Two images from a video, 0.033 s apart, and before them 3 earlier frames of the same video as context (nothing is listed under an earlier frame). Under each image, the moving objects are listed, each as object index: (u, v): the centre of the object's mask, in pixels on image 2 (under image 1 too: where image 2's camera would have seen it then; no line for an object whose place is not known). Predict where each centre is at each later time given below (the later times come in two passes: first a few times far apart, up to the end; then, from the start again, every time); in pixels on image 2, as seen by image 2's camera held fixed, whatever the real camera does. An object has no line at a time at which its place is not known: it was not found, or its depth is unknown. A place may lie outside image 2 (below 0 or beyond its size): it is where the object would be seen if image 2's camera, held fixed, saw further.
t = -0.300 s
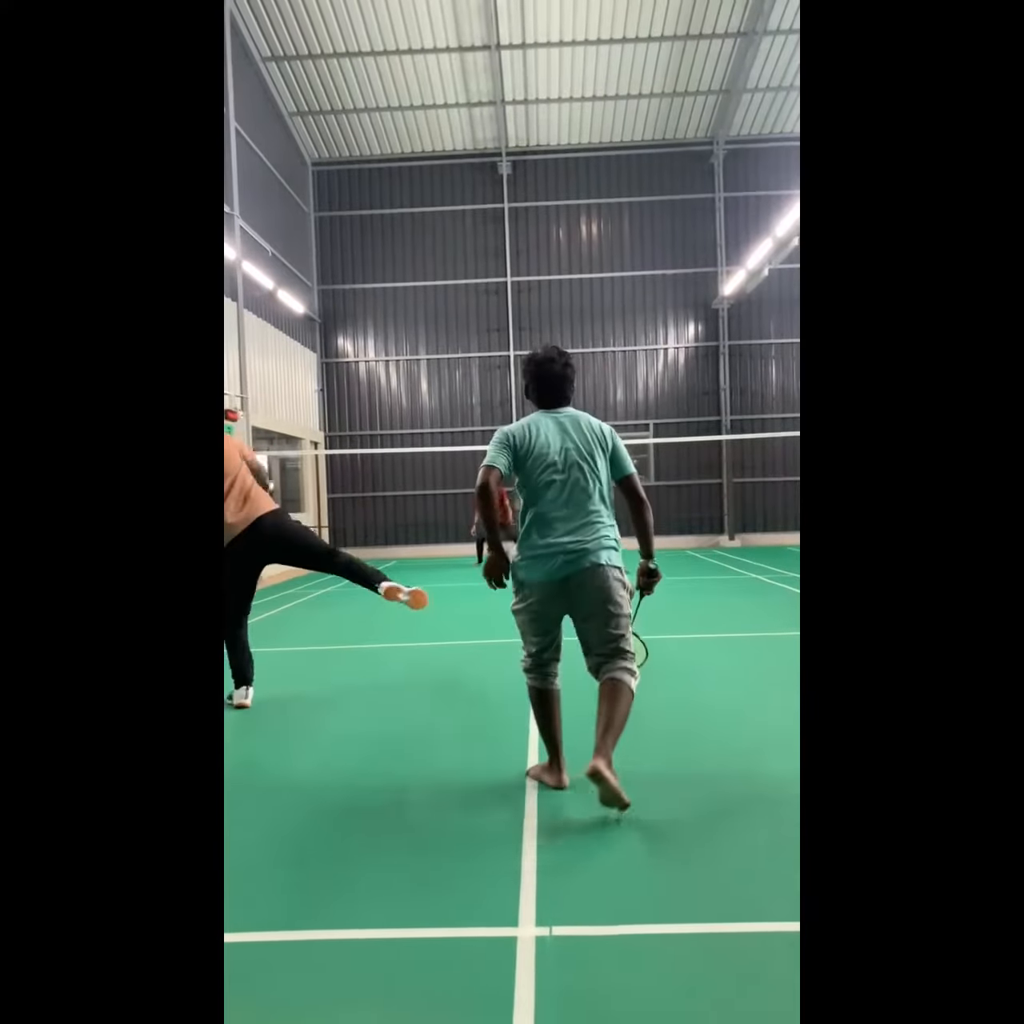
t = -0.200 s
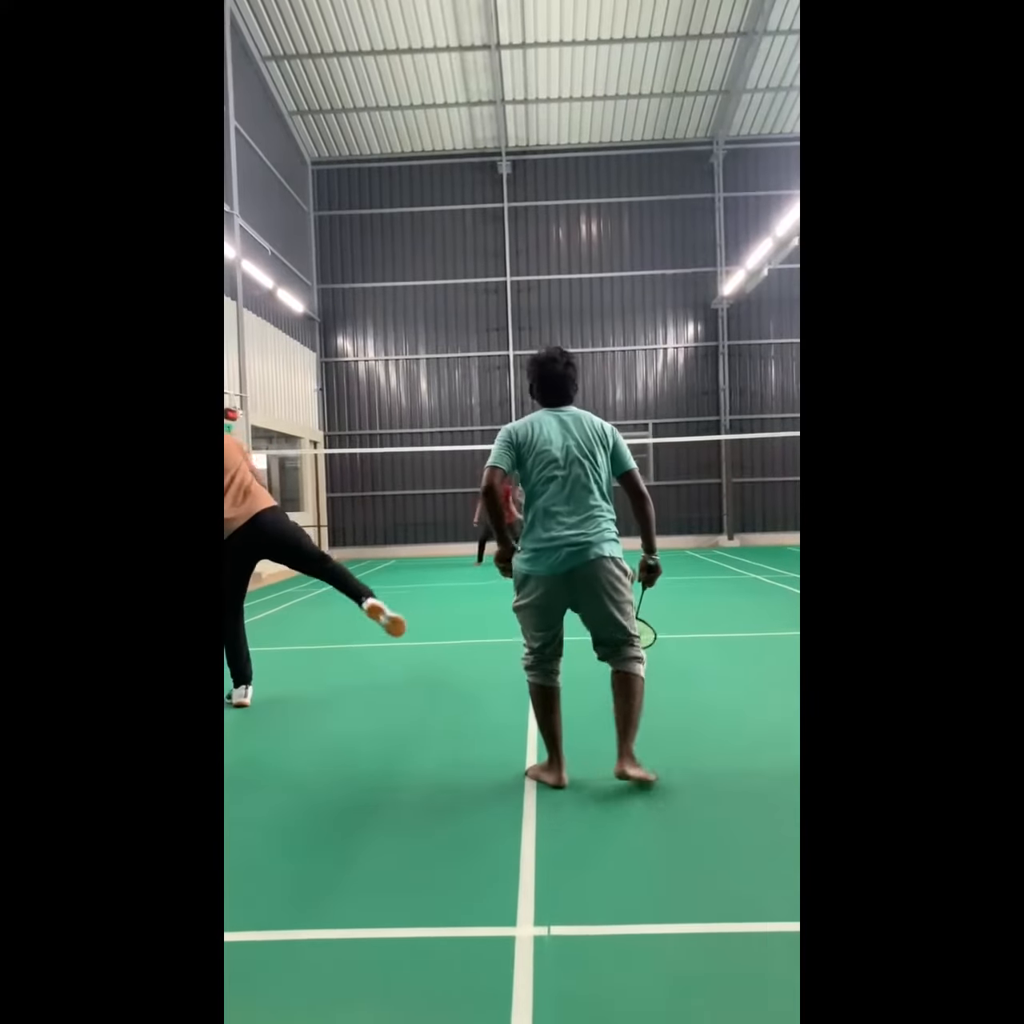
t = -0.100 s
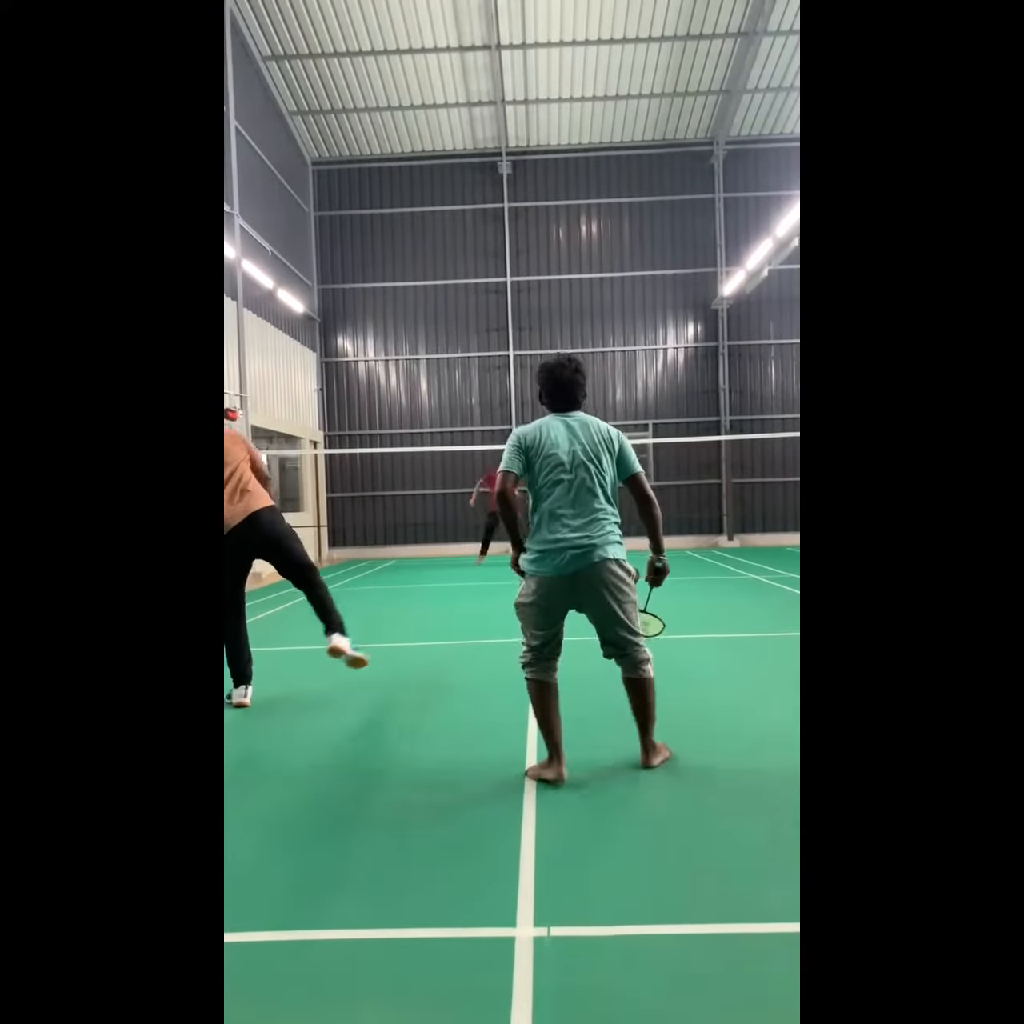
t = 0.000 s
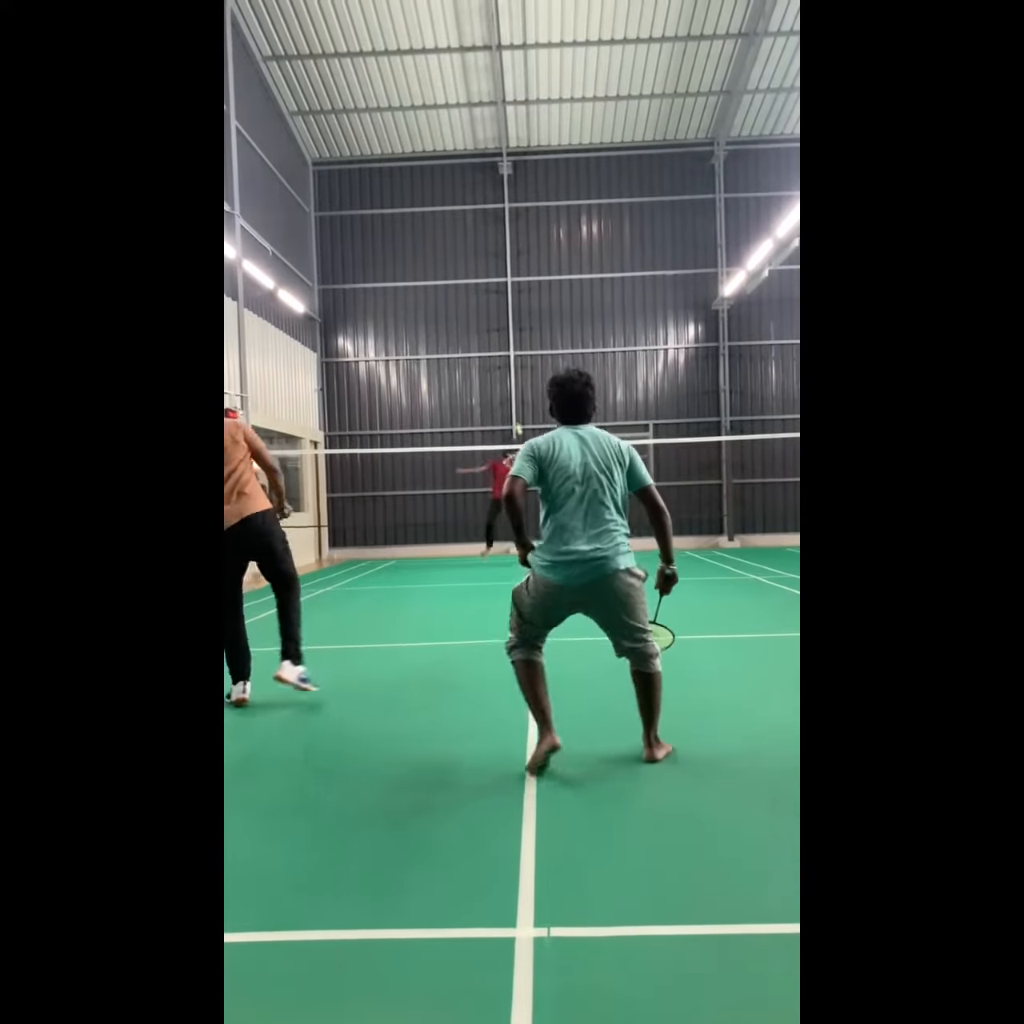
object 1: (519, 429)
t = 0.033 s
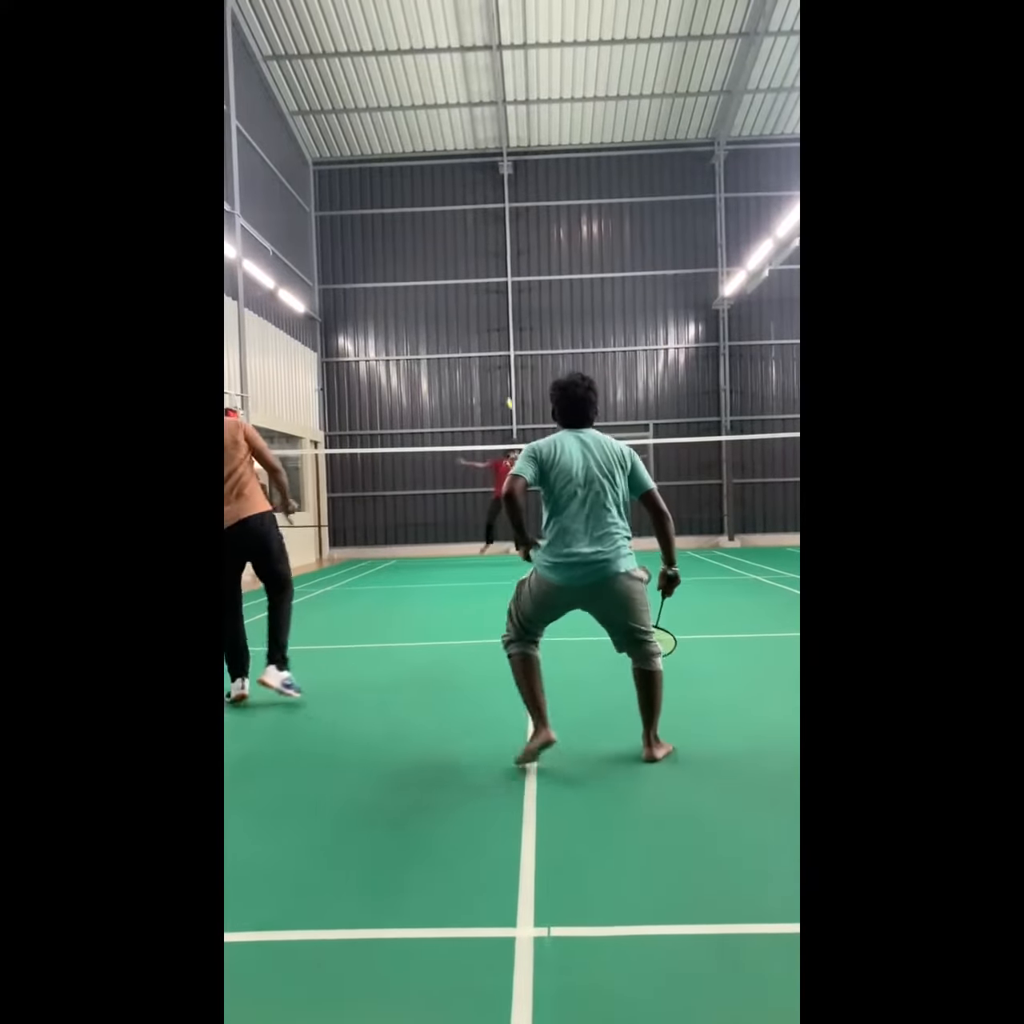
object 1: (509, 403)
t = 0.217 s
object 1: (462, 289)
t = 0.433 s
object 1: (408, 202)
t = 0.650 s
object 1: (351, 165)
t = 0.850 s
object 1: (296, 188)
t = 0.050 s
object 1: (505, 391)
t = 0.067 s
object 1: (501, 380)
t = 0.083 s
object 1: (496, 369)
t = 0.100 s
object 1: (491, 357)
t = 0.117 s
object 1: (487, 346)
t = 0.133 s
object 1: (483, 337)
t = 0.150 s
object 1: (479, 326)
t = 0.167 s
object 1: (475, 317)
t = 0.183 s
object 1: (470, 307)
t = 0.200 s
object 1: (466, 298)
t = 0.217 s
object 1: (462, 289)
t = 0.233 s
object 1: (458, 281)
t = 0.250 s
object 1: (454, 272)
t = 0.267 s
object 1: (449, 265)
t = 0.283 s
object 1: (445, 257)
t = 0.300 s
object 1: (441, 250)
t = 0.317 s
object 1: (437, 243)
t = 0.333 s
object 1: (433, 236)
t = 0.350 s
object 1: (428, 230)
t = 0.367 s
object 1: (424, 224)
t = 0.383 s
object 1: (420, 217)
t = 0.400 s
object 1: (416, 212)
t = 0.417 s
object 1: (413, 206)
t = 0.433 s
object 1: (408, 202)
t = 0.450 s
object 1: (403, 196)
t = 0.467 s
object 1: (399, 192)
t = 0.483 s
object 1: (395, 188)
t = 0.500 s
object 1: (390, 184)
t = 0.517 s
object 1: (386, 181)
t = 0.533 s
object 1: (382, 178)
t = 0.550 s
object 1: (377, 175)
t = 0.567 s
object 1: (373, 173)
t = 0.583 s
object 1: (369, 170)
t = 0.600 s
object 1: (365, 168)
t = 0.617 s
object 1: (360, 167)
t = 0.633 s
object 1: (356, 166)
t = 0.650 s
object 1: (351, 165)
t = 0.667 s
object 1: (347, 165)
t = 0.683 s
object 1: (343, 166)
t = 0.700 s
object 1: (338, 166)
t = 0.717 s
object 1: (333, 166)
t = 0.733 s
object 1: (329, 167)
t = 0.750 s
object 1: (324, 169)
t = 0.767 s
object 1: (320, 171)
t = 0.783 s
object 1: (315, 173)
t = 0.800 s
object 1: (310, 176)
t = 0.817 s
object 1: (306, 180)
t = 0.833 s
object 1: (301, 184)
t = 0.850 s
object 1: (296, 188)
